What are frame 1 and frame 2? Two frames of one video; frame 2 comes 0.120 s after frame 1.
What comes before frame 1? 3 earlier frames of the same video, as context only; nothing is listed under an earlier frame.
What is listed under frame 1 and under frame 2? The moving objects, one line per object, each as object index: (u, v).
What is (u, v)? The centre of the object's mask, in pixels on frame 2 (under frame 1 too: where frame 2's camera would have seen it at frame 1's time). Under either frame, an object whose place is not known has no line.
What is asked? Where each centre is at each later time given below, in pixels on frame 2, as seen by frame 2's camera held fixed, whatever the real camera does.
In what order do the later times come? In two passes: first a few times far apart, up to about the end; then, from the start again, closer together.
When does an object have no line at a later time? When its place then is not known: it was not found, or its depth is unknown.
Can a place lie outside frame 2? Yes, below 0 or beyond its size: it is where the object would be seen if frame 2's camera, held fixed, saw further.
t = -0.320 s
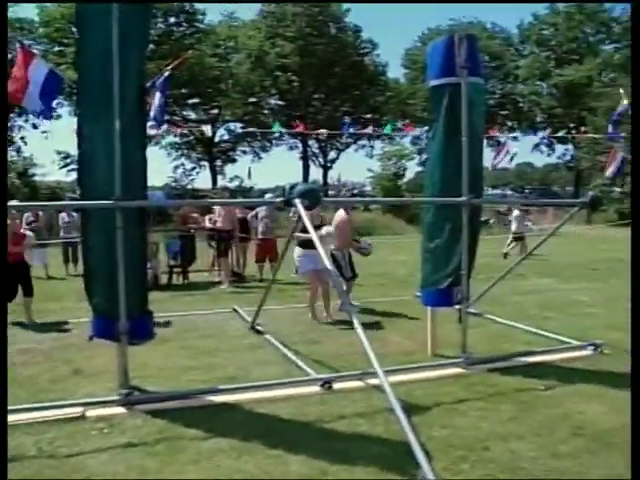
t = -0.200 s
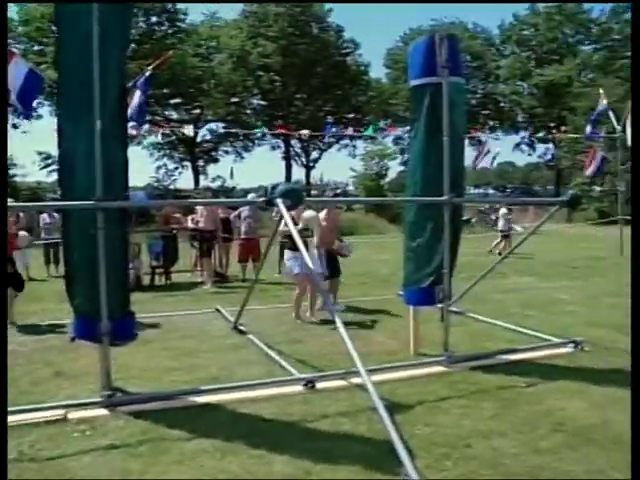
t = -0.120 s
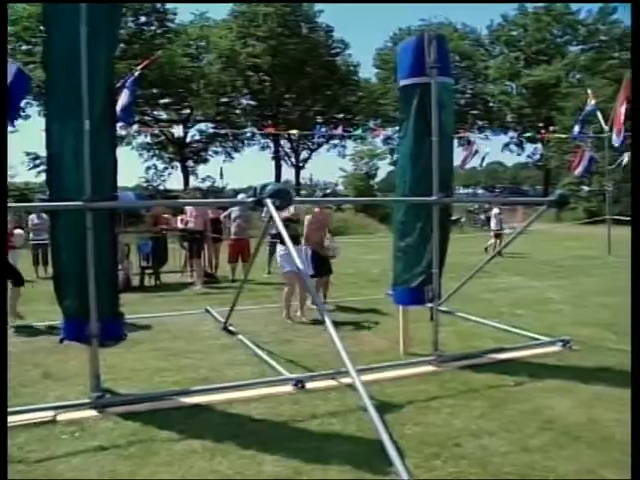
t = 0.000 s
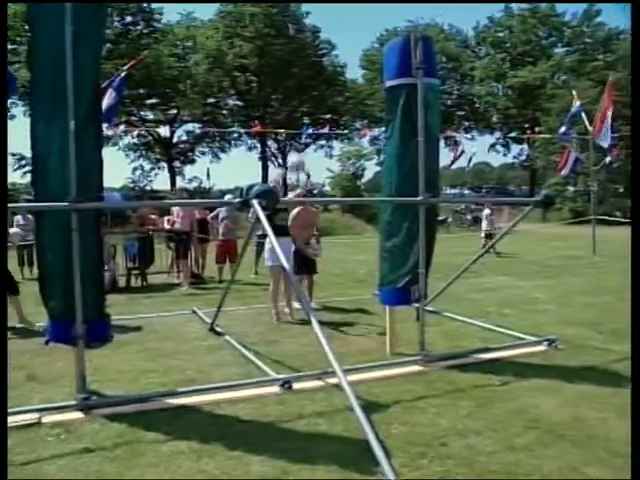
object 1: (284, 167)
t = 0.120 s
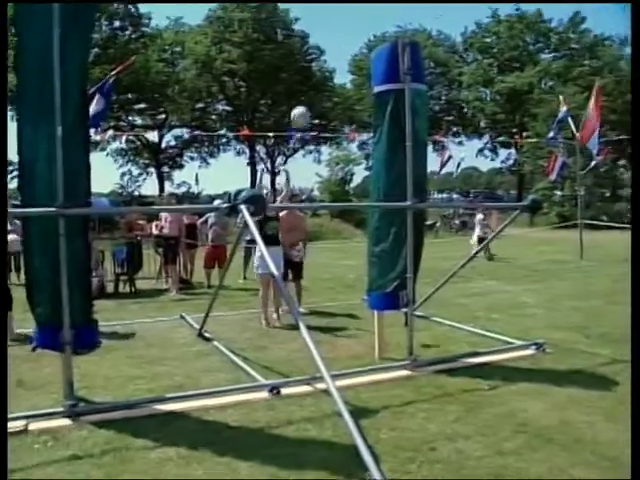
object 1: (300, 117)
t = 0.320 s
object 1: (330, 49)
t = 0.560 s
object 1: (372, 5)
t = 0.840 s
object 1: (432, 19)
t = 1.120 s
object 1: (502, 135)
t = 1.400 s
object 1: (582, 376)
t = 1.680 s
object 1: (638, 282)
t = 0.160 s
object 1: (305, 100)
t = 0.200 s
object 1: (312, 86)
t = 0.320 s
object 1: (330, 49)
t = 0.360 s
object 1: (337, 38)
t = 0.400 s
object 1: (344, 28)
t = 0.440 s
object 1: (350, 20)
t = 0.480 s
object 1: (357, 14)
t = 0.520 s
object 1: (365, 8)
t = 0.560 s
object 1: (372, 5)
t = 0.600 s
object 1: (380, 2)
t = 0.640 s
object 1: (388, 1)
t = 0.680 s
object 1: (396, 1)
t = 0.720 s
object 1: (405, 3)
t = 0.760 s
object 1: (414, 7)
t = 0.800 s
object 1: (423, 13)
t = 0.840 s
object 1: (432, 19)
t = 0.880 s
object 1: (442, 29)
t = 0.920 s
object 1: (451, 42)
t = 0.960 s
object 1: (461, 57)
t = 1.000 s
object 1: (470, 72)
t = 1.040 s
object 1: (480, 91)
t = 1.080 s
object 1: (491, 114)
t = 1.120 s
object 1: (502, 135)
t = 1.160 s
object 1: (514, 162)
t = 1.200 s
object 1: (526, 193)
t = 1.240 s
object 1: (535, 220)
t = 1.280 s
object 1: (546, 256)
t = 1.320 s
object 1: (559, 293)
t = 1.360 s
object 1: (570, 333)
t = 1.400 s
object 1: (582, 376)
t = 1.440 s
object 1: (593, 404)
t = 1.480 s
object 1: (601, 378)
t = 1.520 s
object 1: (609, 357)
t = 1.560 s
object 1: (616, 334)
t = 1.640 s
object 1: (632, 299)
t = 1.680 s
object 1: (638, 282)
